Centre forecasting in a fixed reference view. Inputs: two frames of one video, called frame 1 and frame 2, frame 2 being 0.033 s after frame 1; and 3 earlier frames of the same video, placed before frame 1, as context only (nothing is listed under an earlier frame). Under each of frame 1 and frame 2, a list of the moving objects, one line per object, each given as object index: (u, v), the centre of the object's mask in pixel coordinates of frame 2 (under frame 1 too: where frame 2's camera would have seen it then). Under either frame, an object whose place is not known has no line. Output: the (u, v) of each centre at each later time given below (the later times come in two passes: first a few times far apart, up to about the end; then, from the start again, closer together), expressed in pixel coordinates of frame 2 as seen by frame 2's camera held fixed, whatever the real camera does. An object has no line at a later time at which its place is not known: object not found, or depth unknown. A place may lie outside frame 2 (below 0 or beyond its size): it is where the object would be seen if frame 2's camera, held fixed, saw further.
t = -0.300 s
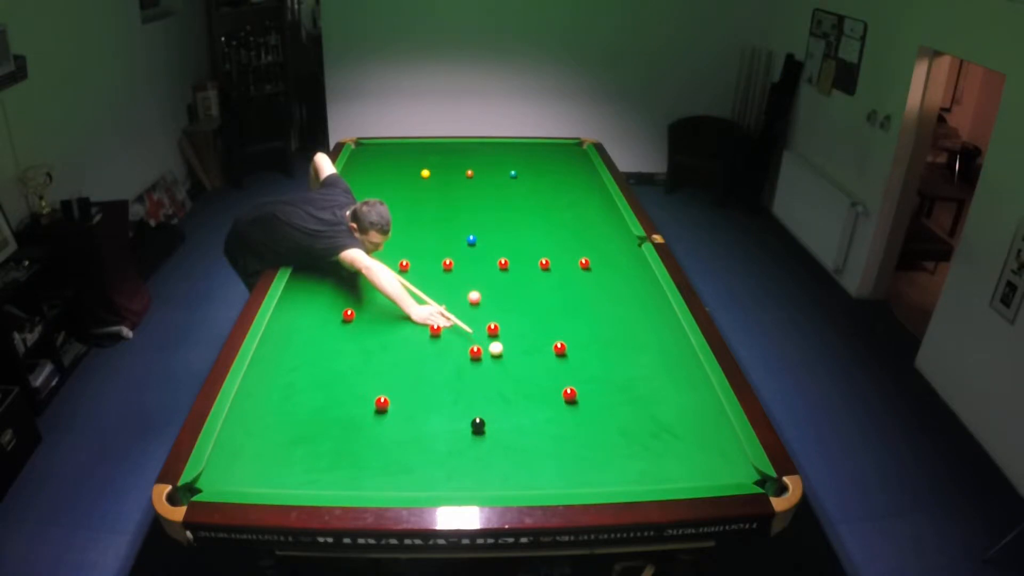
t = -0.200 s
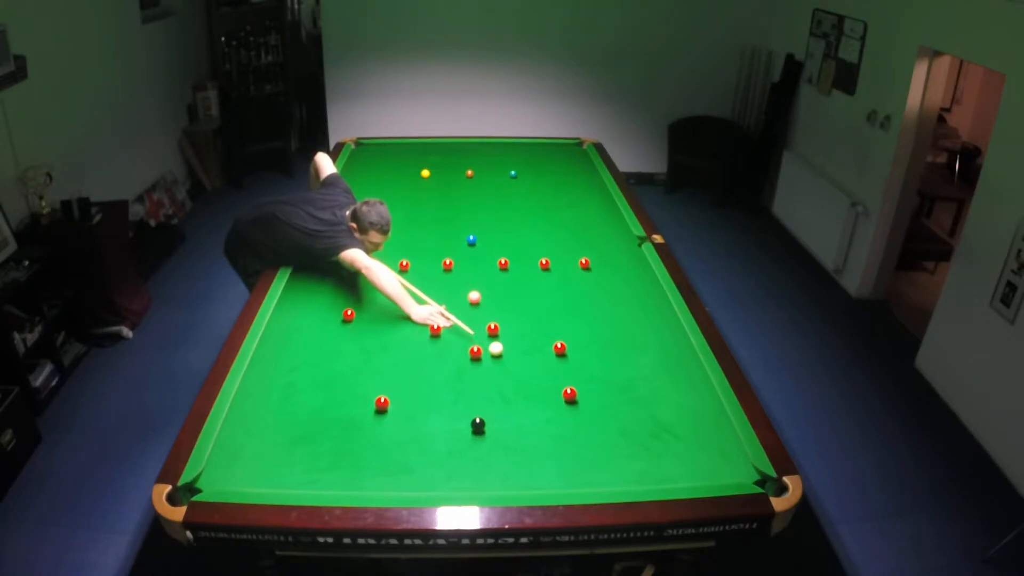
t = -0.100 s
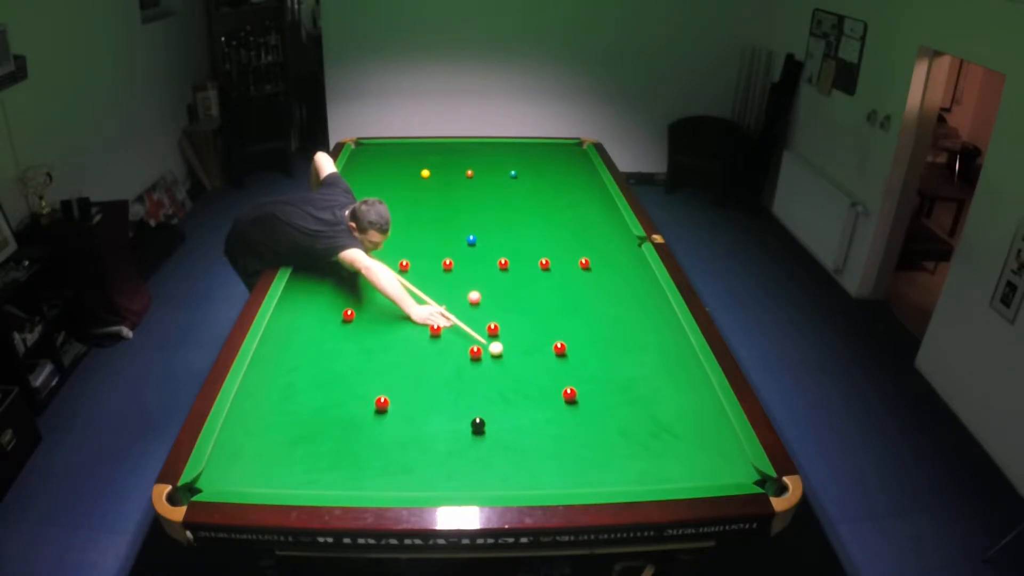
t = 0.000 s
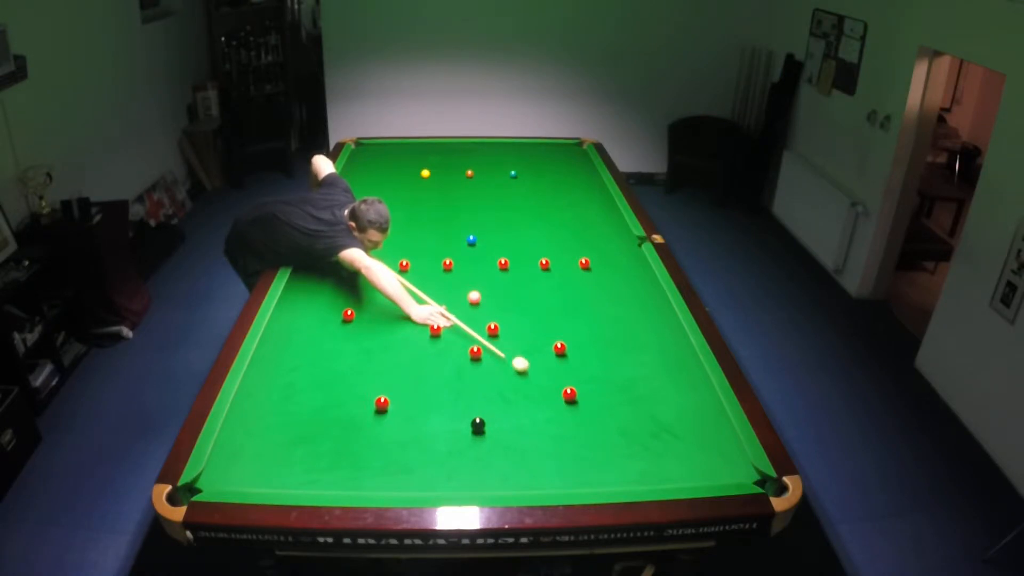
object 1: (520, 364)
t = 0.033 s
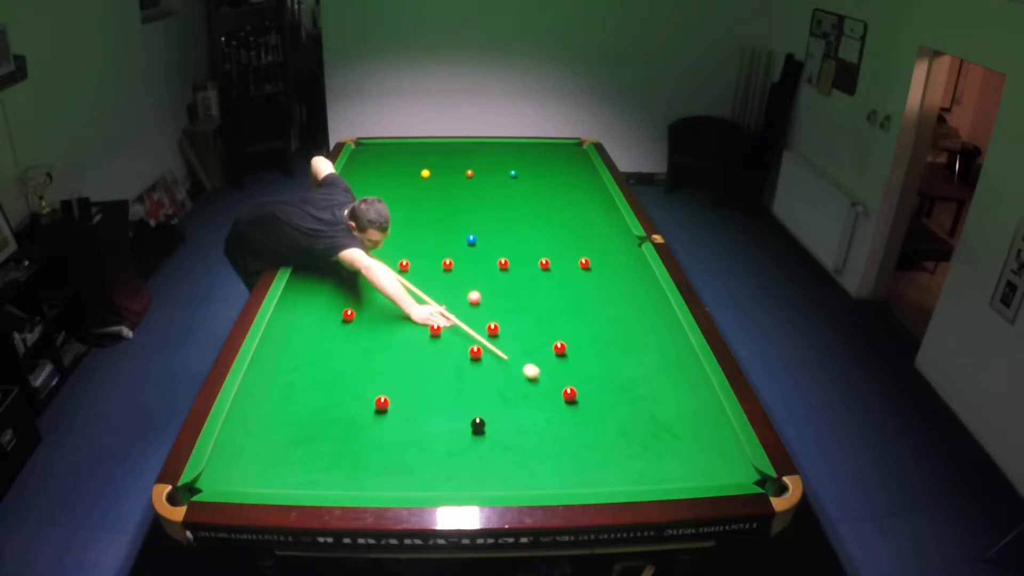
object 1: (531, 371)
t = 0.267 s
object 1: (555, 393)
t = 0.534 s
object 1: (552, 401)
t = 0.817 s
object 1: (549, 408)
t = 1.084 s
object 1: (547, 413)
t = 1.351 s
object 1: (545, 417)
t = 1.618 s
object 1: (543, 420)
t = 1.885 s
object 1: (542, 422)
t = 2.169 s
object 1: (541, 423)
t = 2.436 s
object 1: (541, 423)
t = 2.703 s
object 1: (541, 423)
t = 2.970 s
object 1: (540, 423)
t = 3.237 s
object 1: (540, 423)
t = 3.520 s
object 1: (540, 423)
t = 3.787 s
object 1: (540, 423)
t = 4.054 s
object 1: (540, 423)
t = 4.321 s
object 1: (544, 425)
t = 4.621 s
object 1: (537, 419)
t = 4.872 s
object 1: (541, 422)
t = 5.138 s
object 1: (540, 423)
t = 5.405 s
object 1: (540, 423)
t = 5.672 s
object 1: (541, 423)
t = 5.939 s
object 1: (541, 423)
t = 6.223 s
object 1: (540, 422)
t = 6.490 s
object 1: (540, 422)
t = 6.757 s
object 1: (541, 422)
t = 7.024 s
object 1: (541, 422)
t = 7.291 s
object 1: (541, 422)
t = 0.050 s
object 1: (537, 375)
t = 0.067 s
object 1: (542, 378)
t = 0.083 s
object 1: (547, 382)
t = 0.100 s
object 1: (552, 385)
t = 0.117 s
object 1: (556, 388)
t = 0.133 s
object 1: (557, 389)
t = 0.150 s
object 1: (557, 390)
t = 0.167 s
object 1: (556, 390)
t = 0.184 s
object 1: (556, 391)
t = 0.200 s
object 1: (556, 391)
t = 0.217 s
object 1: (556, 391)
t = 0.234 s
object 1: (556, 392)
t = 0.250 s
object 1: (555, 393)
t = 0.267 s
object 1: (555, 393)
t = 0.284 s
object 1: (555, 394)
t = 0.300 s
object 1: (555, 394)
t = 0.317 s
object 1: (555, 395)
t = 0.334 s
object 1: (554, 395)
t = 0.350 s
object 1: (554, 395)
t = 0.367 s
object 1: (554, 396)
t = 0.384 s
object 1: (554, 397)
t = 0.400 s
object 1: (553, 397)
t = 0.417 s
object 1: (553, 398)
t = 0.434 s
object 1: (553, 398)
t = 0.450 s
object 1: (553, 399)
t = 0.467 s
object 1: (553, 399)
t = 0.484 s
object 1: (552, 399)
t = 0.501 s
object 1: (552, 400)
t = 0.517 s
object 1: (552, 400)
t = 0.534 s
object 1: (552, 401)
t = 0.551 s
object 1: (552, 401)
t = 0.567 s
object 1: (552, 401)
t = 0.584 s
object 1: (551, 402)
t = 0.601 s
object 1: (551, 402)
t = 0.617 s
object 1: (551, 403)
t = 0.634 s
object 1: (551, 403)
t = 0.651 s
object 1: (551, 404)
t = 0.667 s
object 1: (550, 404)
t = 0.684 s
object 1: (550, 404)
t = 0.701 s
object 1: (550, 405)
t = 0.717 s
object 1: (550, 405)
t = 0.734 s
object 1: (550, 406)
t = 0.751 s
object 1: (550, 406)
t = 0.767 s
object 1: (549, 407)
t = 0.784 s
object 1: (549, 407)
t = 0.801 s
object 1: (549, 407)
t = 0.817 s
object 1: (549, 408)
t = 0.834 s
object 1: (549, 408)
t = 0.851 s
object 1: (549, 408)
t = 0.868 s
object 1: (548, 409)
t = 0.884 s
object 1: (548, 409)
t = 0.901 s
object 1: (548, 409)
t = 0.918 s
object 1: (548, 410)
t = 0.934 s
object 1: (548, 410)
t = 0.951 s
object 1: (548, 410)
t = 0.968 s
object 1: (547, 411)
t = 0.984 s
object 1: (547, 411)
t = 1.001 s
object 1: (547, 411)
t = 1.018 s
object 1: (547, 412)
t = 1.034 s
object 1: (547, 412)
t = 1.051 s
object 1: (547, 412)
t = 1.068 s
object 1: (547, 413)
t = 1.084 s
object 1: (547, 413)
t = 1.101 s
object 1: (546, 413)
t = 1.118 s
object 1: (546, 414)
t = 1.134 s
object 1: (546, 414)
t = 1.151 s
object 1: (546, 414)
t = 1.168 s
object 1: (546, 414)
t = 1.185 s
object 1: (546, 415)
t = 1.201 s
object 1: (546, 415)
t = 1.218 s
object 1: (546, 415)
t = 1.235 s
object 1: (546, 416)
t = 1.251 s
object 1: (545, 416)
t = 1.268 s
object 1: (545, 416)
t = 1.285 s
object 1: (545, 416)
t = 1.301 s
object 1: (545, 417)
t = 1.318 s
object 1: (545, 417)
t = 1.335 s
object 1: (545, 417)
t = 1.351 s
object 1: (545, 417)
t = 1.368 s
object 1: (545, 417)
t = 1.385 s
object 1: (544, 418)
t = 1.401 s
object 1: (544, 418)
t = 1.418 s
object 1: (544, 418)
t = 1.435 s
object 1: (544, 418)
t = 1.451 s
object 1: (544, 418)
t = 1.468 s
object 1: (544, 419)
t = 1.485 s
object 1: (544, 419)
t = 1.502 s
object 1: (544, 419)
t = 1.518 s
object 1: (543, 419)
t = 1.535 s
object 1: (543, 419)
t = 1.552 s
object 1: (543, 420)
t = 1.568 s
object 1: (543, 420)
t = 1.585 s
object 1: (543, 420)
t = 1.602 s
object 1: (543, 420)
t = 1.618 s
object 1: (543, 420)
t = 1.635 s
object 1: (543, 420)
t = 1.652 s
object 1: (543, 420)
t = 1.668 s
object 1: (543, 421)
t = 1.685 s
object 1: (542, 421)
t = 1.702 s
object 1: (542, 421)
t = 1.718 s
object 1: (542, 421)
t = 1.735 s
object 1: (542, 421)
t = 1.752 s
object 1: (542, 421)
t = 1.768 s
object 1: (542, 421)
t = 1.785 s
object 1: (542, 421)
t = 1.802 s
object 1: (542, 422)
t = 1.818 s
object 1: (542, 422)
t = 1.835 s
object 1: (542, 422)
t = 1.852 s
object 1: (542, 422)
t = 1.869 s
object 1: (542, 422)
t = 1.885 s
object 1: (542, 422)
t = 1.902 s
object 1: (542, 422)
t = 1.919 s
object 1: (541, 422)
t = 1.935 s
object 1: (541, 422)
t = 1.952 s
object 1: (541, 422)
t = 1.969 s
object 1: (541, 422)
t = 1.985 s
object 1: (541, 422)
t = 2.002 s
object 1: (541, 422)
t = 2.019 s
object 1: (541, 423)
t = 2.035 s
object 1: (541, 423)
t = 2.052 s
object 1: (541, 423)
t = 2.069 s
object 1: (541, 423)
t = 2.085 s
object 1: (541, 423)
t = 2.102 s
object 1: (541, 423)
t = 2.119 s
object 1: (541, 423)
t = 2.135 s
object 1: (541, 423)
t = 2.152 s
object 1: (541, 423)
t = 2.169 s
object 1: (541, 423)
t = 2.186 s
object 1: (541, 423)
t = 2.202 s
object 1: (541, 423)
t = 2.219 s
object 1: (541, 423)
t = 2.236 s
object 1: (541, 423)
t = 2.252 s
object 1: (541, 423)
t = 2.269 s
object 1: (541, 423)
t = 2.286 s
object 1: (541, 423)
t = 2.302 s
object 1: (541, 423)
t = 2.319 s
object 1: (541, 423)
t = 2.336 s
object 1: (541, 423)
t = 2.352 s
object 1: (541, 423)
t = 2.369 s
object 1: (541, 423)
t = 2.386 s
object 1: (541, 423)
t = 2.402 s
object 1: (541, 423)
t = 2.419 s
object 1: (541, 423)
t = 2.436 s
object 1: (541, 423)
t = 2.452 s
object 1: (541, 423)
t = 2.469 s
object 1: (541, 423)
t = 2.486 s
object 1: (541, 423)
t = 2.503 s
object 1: (541, 423)
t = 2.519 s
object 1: (541, 423)
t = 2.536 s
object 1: (541, 423)
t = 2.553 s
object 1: (541, 423)
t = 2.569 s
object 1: (541, 423)
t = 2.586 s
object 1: (541, 423)
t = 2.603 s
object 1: (541, 423)
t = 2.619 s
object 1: (541, 423)
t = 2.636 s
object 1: (541, 423)
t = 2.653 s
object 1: (541, 423)
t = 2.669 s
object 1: (541, 423)
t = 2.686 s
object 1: (541, 423)
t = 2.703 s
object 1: (541, 423)
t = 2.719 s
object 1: (541, 423)
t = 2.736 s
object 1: (541, 423)
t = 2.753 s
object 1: (541, 423)
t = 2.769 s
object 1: (541, 423)
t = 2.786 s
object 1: (540, 423)
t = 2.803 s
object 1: (540, 423)
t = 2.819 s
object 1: (541, 423)
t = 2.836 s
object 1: (541, 423)
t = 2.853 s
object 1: (541, 423)
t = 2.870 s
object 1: (540, 423)
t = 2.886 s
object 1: (541, 423)
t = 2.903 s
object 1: (541, 423)
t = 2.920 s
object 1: (541, 423)
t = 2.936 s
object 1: (540, 423)
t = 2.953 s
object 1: (540, 423)
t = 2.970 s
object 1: (540, 423)
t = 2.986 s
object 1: (540, 423)
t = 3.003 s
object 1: (541, 423)
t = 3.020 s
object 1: (541, 423)
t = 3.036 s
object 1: (541, 423)
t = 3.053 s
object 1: (541, 423)
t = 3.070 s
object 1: (541, 423)
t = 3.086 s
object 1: (541, 423)
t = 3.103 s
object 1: (541, 423)
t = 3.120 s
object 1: (541, 423)
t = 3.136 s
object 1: (541, 423)
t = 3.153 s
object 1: (541, 423)
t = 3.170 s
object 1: (541, 423)
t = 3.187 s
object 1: (541, 423)
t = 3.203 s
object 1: (541, 423)
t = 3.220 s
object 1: (541, 423)
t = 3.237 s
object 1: (540, 423)
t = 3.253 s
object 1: (540, 423)
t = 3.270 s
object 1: (540, 423)
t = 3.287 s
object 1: (540, 423)
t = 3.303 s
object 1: (541, 423)
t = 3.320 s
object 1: (540, 423)
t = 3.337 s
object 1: (541, 423)
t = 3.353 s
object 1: (540, 423)
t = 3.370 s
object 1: (540, 423)
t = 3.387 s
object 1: (540, 423)
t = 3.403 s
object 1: (540, 423)
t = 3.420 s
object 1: (540, 423)
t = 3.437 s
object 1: (540, 423)
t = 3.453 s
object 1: (540, 423)
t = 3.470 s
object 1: (540, 423)
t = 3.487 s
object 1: (540, 423)
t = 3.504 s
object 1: (540, 423)
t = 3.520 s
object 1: (540, 423)
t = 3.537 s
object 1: (540, 423)
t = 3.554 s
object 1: (540, 423)
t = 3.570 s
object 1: (540, 423)
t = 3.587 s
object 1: (540, 423)
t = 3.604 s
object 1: (540, 423)
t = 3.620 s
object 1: (540, 423)
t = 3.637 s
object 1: (540, 423)
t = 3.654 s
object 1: (540, 423)
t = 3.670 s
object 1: (540, 423)
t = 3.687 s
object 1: (540, 423)
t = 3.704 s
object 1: (540, 423)
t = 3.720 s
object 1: (540, 423)
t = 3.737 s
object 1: (540, 423)
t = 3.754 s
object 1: (540, 423)
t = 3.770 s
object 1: (540, 423)
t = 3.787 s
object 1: (540, 423)
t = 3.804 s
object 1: (540, 423)
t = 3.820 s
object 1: (540, 423)
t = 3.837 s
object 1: (540, 423)
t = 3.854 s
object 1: (540, 423)
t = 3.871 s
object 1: (540, 423)
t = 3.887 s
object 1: (540, 423)
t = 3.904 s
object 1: (541, 423)
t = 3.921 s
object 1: (541, 423)
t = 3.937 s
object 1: (541, 423)
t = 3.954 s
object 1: (541, 423)
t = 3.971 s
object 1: (541, 423)
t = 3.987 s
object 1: (541, 423)
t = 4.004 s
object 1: (540, 423)
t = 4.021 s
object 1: (540, 423)
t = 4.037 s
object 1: (540, 423)
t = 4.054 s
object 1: (540, 423)
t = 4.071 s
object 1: (540, 423)
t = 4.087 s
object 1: (540, 423)
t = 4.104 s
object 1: (540, 423)
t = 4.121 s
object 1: (540, 423)
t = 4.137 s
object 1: (540, 423)
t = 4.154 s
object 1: (540, 423)
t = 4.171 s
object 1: (540, 423)
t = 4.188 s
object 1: (540, 423)
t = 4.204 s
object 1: (540, 423)
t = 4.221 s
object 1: (540, 423)
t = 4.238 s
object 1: (540, 423)
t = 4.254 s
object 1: (540, 423)
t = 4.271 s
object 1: (540, 423)
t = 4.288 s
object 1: (540, 423)
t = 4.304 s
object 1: (541, 423)
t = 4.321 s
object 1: (544, 425)
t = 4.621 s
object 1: (537, 419)
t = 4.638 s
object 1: (539, 421)
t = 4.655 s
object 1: (540, 423)
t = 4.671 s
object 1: (541, 423)
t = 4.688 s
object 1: (541, 422)
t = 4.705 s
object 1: (541, 423)
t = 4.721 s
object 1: (541, 423)
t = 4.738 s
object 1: (541, 423)
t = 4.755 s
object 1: (541, 422)
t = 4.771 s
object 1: (541, 422)
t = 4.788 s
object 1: (541, 422)
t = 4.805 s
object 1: (541, 422)
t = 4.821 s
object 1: (541, 422)
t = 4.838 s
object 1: (541, 422)
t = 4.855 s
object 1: (541, 422)
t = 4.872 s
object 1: (541, 422)
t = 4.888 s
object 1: (541, 422)
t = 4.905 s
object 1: (540, 422)
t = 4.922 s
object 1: (541, 422)
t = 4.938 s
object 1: (540, 423)
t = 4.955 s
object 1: (541, 422)
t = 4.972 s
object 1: (541, 423)
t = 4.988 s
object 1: (540, 423)
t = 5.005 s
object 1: (540, 423)
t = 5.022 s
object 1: (540, 423)
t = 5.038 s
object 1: (540, 423)
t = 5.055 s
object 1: (540, 423)
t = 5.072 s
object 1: (540, 423)
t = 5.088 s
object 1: (540, 423)
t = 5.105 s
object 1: (541, 423)
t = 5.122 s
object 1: (540, 423)
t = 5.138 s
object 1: (540, 423)
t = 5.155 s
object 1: (540, 422)
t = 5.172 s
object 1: (540, 422)
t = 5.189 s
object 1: (540, 423)
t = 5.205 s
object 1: (540, 423)
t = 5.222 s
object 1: (540, 423)
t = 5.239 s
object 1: (540, 423)
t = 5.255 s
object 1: (540, 423)
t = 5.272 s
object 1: (540, 423)
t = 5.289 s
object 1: (540, 423)
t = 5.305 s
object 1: (540, 423)
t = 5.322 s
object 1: (540, 423)
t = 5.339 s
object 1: (540, 423)
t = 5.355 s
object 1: (540, 423)
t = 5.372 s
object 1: (540, 423)
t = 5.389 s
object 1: (541, 423)
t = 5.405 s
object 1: (540, 423)
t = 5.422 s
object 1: (541, 423)
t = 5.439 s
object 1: (540, 423)
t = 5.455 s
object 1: (541, 423)
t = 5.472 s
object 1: (541, 423)
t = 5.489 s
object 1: (540, 423)
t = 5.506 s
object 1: (540, 423)
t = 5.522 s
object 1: (540, 423)
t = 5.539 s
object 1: (541, 423)
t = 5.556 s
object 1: (541, 423)
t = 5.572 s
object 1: (541, 423)
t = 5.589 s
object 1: (541, 423)
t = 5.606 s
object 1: (541, 423)
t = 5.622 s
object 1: (541, 423)
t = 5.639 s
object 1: (541, 423)
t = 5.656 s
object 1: (541, 423)
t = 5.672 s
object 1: (541, 423)
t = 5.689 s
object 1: (540, 423)
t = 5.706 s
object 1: (541, 423)
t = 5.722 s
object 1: (541, 423)
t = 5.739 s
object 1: (540, 423)
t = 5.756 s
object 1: (541, 423)
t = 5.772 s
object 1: (540, 423)
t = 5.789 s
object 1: (540, 423)
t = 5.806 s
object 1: (540, 423)
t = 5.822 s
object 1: (540, 423)
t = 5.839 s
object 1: (541, 423)
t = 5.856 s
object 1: (541, 423)
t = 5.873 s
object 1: (541, 423)
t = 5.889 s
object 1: (540, 423)
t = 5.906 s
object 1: (540, 423)
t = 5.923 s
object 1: (541, 423)
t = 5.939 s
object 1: (541, 423)
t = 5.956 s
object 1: (541, 423)
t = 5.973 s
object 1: (541, 423)
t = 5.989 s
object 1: (541, 422)
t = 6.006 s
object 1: (541, 423)
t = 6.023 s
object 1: (541, 422)
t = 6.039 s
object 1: (541, 422)
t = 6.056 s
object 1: (541, 422)
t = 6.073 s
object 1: (541, 423)
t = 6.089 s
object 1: (541, 422)
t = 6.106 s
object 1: (541, 422)
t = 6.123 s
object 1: (540, 422)
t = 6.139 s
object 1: (540, 422)
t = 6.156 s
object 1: (540, 422)
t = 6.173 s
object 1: (540, 422)
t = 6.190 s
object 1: (540, 422)
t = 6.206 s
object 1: (540, 422)
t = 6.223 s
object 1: (540, 422)
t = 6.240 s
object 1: (540, 422)
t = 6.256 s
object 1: (540, 422)
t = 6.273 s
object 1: (540, 422)
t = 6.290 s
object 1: (540, 422)
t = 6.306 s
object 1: (540, 422)
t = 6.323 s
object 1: (540, 422)
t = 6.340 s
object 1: (540, 422)
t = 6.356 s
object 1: (540, 422)
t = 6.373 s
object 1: (540, 422)
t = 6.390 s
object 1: (540, 422)
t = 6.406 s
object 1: (540, 422)
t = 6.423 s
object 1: (540, 422)
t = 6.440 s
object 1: (540, 422)
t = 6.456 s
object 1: (540, 422)
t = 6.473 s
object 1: (540, 422)
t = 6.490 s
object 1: (540, 422)
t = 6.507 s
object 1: (540, 422)
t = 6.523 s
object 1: (540, 422)
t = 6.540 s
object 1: (540, 422)
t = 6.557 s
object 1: (540, 422)
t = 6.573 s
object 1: (541, 422)
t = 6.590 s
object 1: (541, 422)
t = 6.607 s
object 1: (541, 422)
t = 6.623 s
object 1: (541, 422)
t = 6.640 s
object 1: (541, 422)
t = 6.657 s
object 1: (541, 422)
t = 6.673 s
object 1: (541, 422)
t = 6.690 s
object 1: (541, 422)
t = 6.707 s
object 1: (541, 422)
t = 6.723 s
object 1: (541, 422)
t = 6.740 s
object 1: (541, 422)
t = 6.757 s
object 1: (541, 422)
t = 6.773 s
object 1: (541, 422)
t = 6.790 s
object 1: (541, 422)
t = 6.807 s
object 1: (541, 422)
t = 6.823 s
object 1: (541, 422)
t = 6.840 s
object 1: (541, 422)
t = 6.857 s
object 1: (541, 422)
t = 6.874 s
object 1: (541, 422)
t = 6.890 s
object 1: (541, 422)
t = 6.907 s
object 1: (541, 422)
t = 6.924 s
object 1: (541, 422)
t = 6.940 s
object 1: (541, 422)
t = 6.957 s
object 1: (541, 422)
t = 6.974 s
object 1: (541, 422)
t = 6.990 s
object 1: (541, 422)
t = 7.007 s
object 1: (541, 422)
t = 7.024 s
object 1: (541, 422)
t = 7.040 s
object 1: (541, 422)
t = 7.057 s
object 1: (541, 422)
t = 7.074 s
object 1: (541, 422)
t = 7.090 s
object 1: (541, 422)
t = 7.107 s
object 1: (541, 422)
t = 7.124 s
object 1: (541, 422)
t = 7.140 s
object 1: (541, 422)
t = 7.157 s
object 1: (541, 422)
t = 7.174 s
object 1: (541, 422)
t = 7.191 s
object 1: (541, 422)
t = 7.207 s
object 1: (541, 422)
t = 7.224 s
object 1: (541, 422)
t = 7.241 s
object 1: (541, 422)
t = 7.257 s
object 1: (541, 422)
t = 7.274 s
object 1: (541, 422)
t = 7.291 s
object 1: (541, 422)
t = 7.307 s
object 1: (541, 422)
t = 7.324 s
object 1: (541, 422)
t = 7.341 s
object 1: (541, 422)
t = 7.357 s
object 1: (541, 422)
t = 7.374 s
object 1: (541, 422)
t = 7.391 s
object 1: (541, 422)
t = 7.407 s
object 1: (541, 422)
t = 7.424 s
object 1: (541, 422)
